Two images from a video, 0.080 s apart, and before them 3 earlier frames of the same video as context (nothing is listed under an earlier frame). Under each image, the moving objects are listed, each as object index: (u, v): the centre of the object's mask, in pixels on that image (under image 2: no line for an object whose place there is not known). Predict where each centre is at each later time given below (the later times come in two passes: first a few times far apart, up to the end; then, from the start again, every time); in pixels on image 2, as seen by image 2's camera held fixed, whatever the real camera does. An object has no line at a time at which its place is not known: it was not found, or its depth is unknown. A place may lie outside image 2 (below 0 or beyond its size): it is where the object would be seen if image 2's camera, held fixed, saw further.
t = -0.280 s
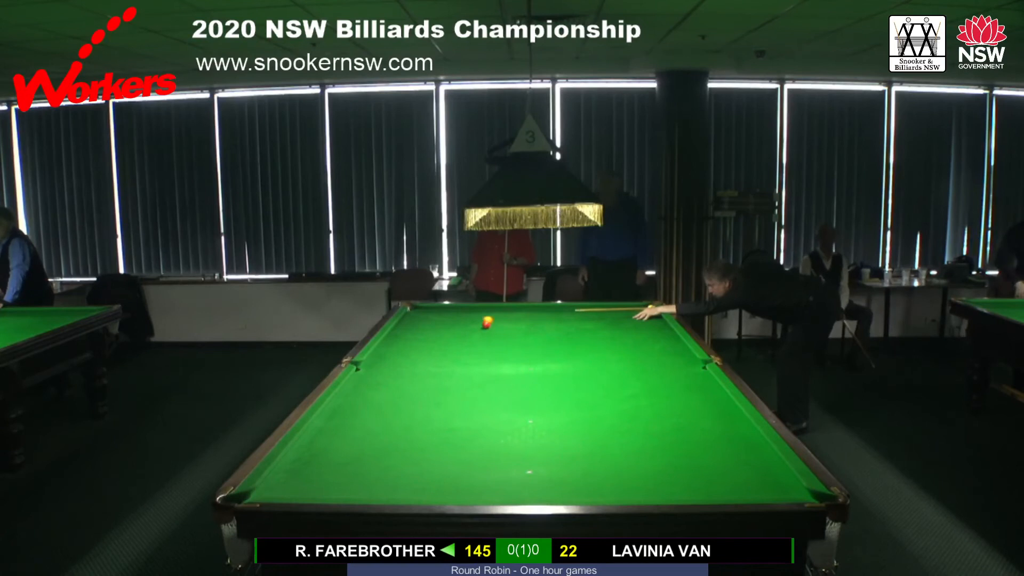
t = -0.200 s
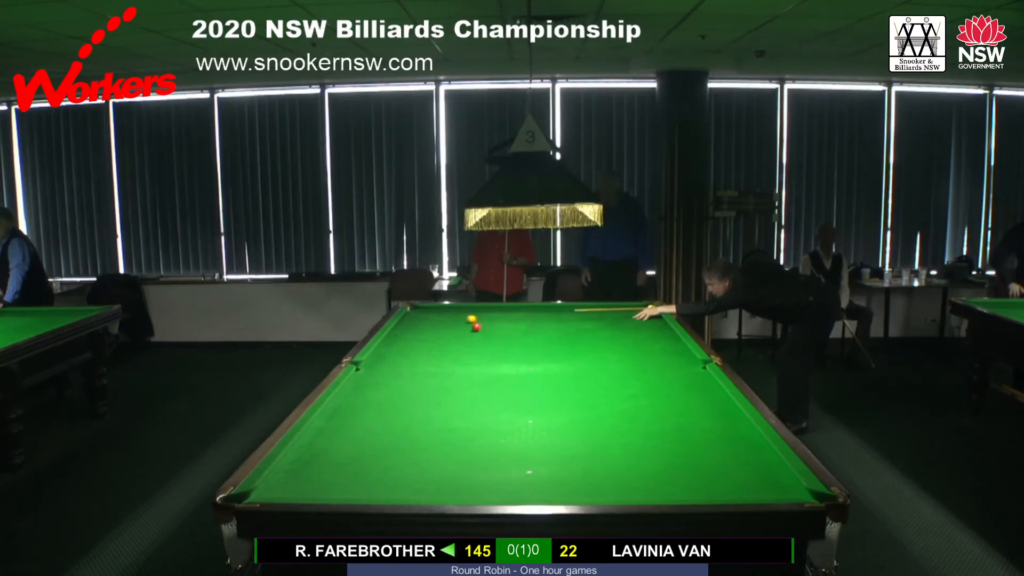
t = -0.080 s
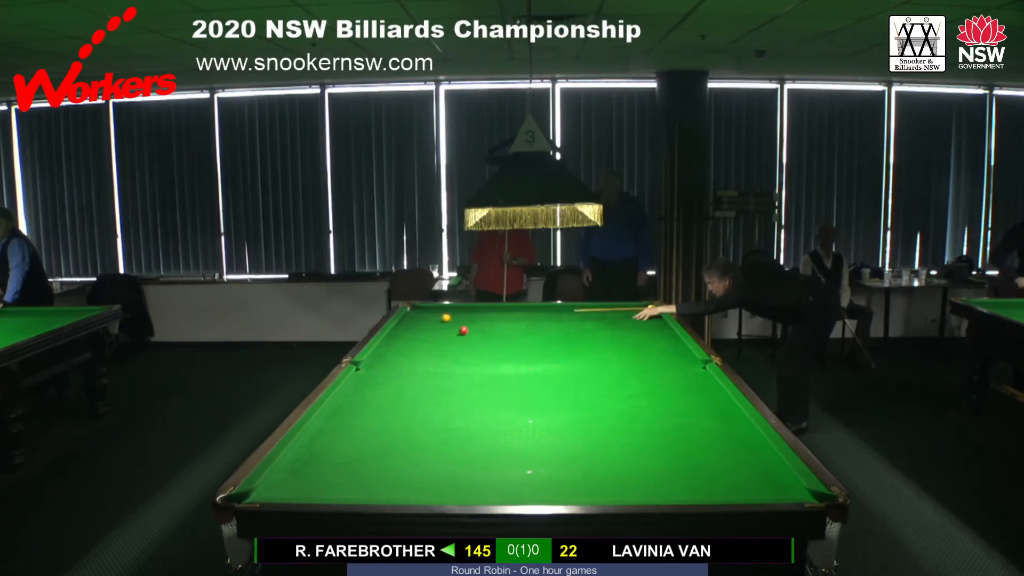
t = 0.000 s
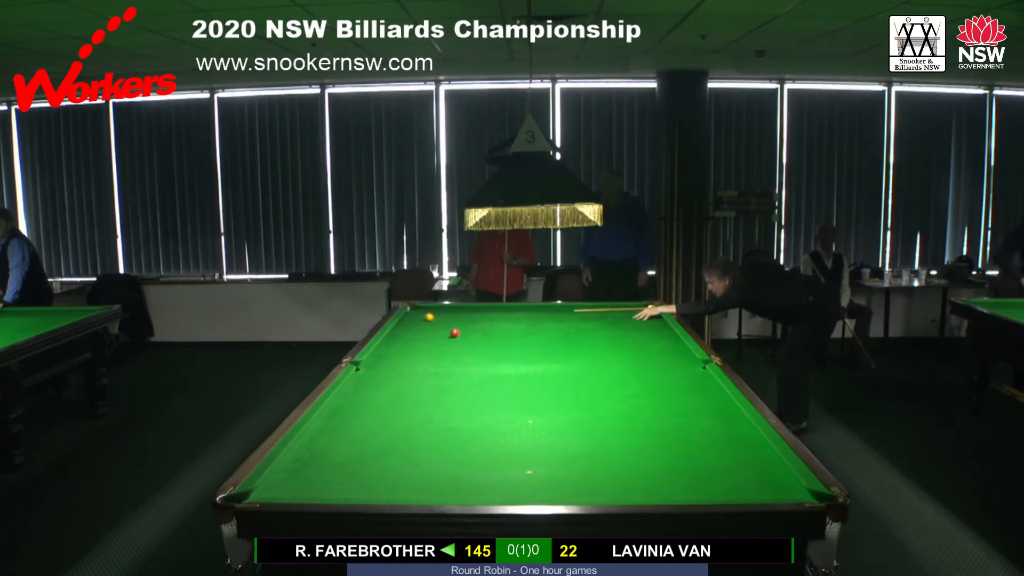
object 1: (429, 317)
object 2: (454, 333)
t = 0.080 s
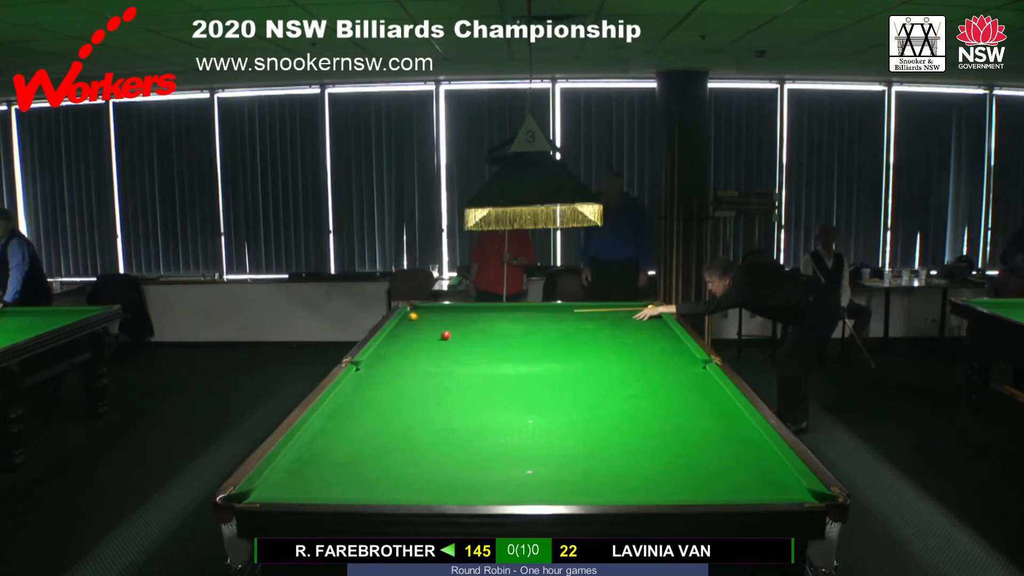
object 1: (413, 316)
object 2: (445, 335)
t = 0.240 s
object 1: (427, 314)
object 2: (427, 340)
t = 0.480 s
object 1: (464, 311)
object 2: (398, 348)
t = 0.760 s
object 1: (503, 308)
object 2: (377, 357)
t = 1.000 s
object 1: (536, 306)
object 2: (387, 362)
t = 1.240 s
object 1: (562, 306)
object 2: (397, 368)
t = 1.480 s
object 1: (586, 307)
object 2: (408, 374)
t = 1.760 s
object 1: (614, 309)
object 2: (421, 381)
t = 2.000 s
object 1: (638, 310)
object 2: (432, 387)
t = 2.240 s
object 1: (651, 310)
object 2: (444, 393)
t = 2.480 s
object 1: (636, 313)
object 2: (455, 399)
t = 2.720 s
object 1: (622, 314)
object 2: (467, 405)
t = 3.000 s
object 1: (606, 316)
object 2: (480, 412)
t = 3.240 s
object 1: (593, 317)
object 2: (492, 418)
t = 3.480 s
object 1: (581, 318)
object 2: (503, 424)
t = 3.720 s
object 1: (570, 320)
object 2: (514, 429)
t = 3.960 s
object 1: (559, 321)
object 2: (524, 434)
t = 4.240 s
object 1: (548, 322)
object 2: (536, 440)
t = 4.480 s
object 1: (538, 323)
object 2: (545, 445)
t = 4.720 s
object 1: (530, 324)
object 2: (553, 449)
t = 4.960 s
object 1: (523, 324)
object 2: (561, 453)
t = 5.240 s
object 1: (515, 325)
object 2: (569, 457)
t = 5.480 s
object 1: (509, 326)
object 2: (574, 460)
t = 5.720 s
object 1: (505, 326)
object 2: (579, 463)
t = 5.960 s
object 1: (501, 327)
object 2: (583, 465)
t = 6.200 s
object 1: (498, 327)
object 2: (586, 466)
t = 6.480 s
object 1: (495, 327)
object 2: (588, 467)
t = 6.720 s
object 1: (494, 327)
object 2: (588, 467)
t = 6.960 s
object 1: (494, 327)
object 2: (588, 467)
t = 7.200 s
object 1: (494, 327)
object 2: (588, 467)
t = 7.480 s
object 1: (494, 327)
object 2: (588, 467)
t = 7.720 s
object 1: (494, 327)
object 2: (588, 467)
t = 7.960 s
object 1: (494, 327)
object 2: (588, 467)
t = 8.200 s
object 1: (494, 327)
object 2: (588, 467)
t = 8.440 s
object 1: (494, 327)
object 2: (588, 467)
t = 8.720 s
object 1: (494, 327)
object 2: (588, 467)
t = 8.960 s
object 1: (494, 327)
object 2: (588, 467)
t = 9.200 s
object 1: (494, 327)
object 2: (588, 467)
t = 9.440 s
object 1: (494, 327)
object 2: (588, 467)
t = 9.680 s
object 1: (494, 327)
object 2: (588, 467)
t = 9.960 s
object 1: (494, 327)
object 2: (588, 467)
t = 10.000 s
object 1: (494, 327)
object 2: (588, 467)
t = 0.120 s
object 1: (406, 316)
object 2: (441, 337)
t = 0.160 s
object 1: (413, 315)
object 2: (437, 338)
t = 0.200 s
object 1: (421, 315)
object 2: (432, 339)
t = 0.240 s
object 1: (427, 314)
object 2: (427, 340)
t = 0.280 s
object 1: (434, 314)
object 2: (423, 342)
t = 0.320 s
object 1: (439, 313)
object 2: (418, 343)
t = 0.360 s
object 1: (446, 313)
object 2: (413, 344)
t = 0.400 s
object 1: (452, 312)
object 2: (408, 345)
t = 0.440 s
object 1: (458, 312)
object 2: (403, 346)
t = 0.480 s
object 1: (464, 311)
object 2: (398, 348)
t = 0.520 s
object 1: (469, 311)
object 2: (394, 349)
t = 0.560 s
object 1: (475, 311)
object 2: (389, 351)
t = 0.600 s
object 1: (481, 310)
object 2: (384, 352)
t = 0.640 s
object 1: (487, 310)
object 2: (379, 353)
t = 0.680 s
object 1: (492, 309)
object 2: (374, 355)
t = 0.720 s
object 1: (498, 309)
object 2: (375, 356)
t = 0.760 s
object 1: (503, 308)
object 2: (377, 357)
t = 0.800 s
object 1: (509, 308)
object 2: (378, 357)
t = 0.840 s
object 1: (515, 307)
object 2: (380, 359)
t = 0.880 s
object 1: (520, 307)
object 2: (382, 360)
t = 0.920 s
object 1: (525, 307)
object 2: (383, 360)
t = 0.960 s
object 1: (530, 306)
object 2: (385, 361)
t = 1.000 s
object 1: (536, 306)
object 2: (387, 362)
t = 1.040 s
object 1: (541, 306)
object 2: (388, 363)
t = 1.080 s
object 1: (545, 306)
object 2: (390, 364)
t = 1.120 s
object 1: (549, 306)
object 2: (392, 365)
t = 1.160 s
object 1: (554, 306)
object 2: (394, 366)
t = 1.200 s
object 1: (558, 306)
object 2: (395, 367)
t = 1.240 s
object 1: (562, 306)
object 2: (397, 368)
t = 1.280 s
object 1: (566, 306)
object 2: (399, 369)
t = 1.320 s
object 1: (570, 307)
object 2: (401, 370)
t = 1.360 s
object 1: (574, 307)
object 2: (402, 371)
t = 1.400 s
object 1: (578, 307)
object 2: (404, 372)
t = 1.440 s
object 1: (582, 307)
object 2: (406, 373)
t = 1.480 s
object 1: (586, 307)
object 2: (408, 374)
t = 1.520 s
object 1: (590, 308)
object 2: (410, 375)
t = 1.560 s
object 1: (594, 308)
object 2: (411, 376)
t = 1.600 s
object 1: (598, 308)
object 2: (413, 377)
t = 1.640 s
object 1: (602, 308)
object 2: (415, 378)
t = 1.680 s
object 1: (606, 309)
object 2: (417, 379)
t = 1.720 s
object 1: (610, 309)
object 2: (419, 380)
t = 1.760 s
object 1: (614, 309)
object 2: (421, 381)
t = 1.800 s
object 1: (618, 309)
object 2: (423, 382)
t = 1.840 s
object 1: (622, 309)
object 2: (425, 383)
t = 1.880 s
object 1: (626, 310)
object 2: (426, 384)
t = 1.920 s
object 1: (630, 310)
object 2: (428, 385)
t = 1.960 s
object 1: (634, 310)
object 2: (430, 386)
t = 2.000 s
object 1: (638, 310)
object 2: (432, 387)
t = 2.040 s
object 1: (641, 310)
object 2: (434, 388)
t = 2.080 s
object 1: (645, 311)
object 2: (436, 389)
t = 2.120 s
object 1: (649, 310)
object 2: (438, 390)
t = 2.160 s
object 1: (652, 310)
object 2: (440, 391)
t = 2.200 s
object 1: (653, 310)
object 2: (442, 392)
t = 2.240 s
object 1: (651, 310)
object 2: (444, 393)
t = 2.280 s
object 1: (649, 311)
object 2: (446, 394)
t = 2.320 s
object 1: (646, 312)
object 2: (448, 395)
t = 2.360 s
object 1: (644, 312)
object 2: (450, 396)
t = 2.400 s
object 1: (641, 312)
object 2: (452, 397)
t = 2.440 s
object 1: (639, 313)
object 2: (454, 398)
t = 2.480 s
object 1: (636, 313)
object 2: (455, 399)
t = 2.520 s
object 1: (634, 313)
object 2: (457, 400)
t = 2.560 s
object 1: (631, 313)
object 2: (459, 401)
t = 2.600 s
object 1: (629, 314)
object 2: (461, 402)
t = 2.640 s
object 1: (626, 314)
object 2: (463, 403)
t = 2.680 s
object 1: (624, 314)
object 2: (465, 404)
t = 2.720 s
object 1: (622, 314)
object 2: (467, 405)
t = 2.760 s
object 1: (619, 314)
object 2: (469, 406)
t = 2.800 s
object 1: (617, 315)
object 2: (471, 407)
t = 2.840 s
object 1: (615, 315)
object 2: (473, 408)
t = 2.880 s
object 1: (612, 315)
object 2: (475, 409)
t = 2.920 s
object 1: (610, 315)
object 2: (477, 410)
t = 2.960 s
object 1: (608, 316)
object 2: (479, 411)
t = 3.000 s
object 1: (606, 316)
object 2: (480, 412)
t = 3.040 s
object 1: (604, 316)
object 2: (482, 413)
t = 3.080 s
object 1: (601, 316)
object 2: (484, 414)
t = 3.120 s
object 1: (599, 316)
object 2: (486, 415)
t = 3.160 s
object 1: (597, 316)
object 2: (488, 416)
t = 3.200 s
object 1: (595, 317)
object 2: (490, 417)
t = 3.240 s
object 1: (593, 317)
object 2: (492, 418)
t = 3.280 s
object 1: (591, 317)
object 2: (493, 419)
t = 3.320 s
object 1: (589, 317)
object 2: (495, 420)
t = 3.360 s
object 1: (587, 318)
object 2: (497, 421)
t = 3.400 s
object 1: (585, 318)
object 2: (499, 422)
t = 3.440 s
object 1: (583, 318)
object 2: (501, 423)
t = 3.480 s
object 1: (581, 318)
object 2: (503, 424)
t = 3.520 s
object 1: (579, 318)
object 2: (505, 425)
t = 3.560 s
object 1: (577, 319)
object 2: (507, 426)
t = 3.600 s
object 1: (575, 319)
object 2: (508, 426)
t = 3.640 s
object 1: (573, 319)
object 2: (510, 427)
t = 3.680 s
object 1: (572, 320)
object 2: (512, 428)
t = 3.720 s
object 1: (570, 320)
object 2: (514, 429)
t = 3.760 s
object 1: (568, 320)
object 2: (515, 430)
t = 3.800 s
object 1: (566, 320)
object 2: (517, 431)
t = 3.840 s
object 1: (564, 320)
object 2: (519, 432)
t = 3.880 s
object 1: (563, 320)
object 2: (521, 433)
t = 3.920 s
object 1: (561, 320)
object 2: (523, 434)
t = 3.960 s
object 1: (559, 321)
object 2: (524, 434)
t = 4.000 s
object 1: (557, 321)
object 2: (526, 435)
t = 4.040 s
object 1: (556, 321)
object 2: (528, 436)
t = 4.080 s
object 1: (554, 321)
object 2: (529, 437)
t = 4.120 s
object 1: (552, 321)
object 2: (531, 438)
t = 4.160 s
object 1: (551, 322)
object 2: (533, 439)
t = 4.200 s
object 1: (549, 322)
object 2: (534, 439)
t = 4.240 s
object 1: (548, 322)
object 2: (536, 440)
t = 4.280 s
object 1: (546, 322)
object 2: (537, 441)
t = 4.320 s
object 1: (545, 322)
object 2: (539, 442)
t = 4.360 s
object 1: (543, 322)
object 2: (541, 442)
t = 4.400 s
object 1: (541, 323)
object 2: (542, 443)
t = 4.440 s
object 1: (540, 323)
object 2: (544, 444)
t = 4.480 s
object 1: (538, 323)
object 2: (545, 445)
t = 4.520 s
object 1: (537, 323)
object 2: (546, 446)
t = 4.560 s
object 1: (536, 323)
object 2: (548, 446)
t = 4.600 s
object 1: (534, 323)
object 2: (549, 447)
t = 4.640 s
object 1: (533, 323)
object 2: (551, 448)
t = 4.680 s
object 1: (532, 324)
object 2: (552, 448)
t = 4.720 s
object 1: (530, 324)
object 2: (553, 449)
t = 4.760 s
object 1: (529, 324)
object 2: (555, 450)
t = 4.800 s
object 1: (528, 324)
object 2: (556, 451)
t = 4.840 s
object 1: (526, 324)
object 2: (557, 451)
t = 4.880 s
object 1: (525, 324)
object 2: (558, 452)
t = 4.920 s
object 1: (524, 324)
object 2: (560, 453)
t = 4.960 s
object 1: (523, 324)
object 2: (561, 453)
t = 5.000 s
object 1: (522, 324)
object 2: (562, 454)
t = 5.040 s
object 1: (521, 325)
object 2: (563, 455)
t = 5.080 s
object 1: (520, 325)
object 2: (564, 455)
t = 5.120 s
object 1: (518, 325)
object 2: (565, 456)
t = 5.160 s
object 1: (517, 325)
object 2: (567, 456)
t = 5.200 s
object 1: (516, 325)
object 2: (568, 457)
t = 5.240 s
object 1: (515, 325)
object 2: (569, 457)
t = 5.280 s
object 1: (514, 325)
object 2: (570, 458)
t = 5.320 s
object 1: (513, 325)
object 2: (571, 459)
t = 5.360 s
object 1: (512, 325)
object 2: (572, 459)
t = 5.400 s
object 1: (511, 326)
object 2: (573, 459)
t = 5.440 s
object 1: (510, 326)
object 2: (574, 460)
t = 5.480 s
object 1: (509, 326)
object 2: (574, 460)
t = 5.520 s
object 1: (509, 326)
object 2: (575, 461)
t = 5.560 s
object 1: (508, 326)
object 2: (576, 461)
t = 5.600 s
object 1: (507, 326)
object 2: (577, 462)
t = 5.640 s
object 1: (506, 326)
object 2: (578, 462)
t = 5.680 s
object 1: (505, 326)
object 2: (578, 463)
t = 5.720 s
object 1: (505, 326)
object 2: (579, 463)
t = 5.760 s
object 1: (504, 326)
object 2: (580, 463)
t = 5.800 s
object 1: (503, 326)
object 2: (580, 464)
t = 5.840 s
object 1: (502, 326)
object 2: (581, 464)
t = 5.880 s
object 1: (502, 327)
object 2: (582, 464)
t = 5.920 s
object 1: (501, 327)
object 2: (582, 465)
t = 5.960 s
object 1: (501, 327)
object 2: (583, 465)
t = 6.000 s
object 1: (500, 327)
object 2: (583, 465)
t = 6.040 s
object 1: (500, 327)
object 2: (584, 465)
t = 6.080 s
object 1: (499, 327)
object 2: (584, 466)
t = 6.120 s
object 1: (499, 327)
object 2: (585, 466)
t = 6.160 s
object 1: (498, 327)
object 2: (585, 466)
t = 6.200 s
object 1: (498, 327)
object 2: (586, 466)
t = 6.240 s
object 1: (497, 327)
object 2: (586, 466)
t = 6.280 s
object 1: (497, 327)
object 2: (587, 467)
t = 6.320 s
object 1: (497, 327)
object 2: (587, 467)
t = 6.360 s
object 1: (496, 327)
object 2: (587, 467)
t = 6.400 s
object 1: (496, 327)
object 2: (588, 467)
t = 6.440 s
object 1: (496, 327)
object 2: (588, 467)
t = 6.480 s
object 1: (495, 327)
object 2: (588, 467)
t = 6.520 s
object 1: (495, 327)
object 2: (588, 467)
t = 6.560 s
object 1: (495, 327)
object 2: (588, 467)
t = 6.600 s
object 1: (495, 327)
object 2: (588, 467)
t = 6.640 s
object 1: (495, 327)
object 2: (588, 467)
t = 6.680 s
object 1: (494, 327)
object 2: (588, 467)
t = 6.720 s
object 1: (494, 327)
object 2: (588, 467)
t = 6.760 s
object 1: (494, 327)
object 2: (588, 467)
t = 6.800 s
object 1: (494, 327)
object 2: (588, 467)
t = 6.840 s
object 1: (494, 327)
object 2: (588, 467)
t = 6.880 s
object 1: (494, 327)
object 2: (588, 467)
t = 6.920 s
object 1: (494, 327)
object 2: (588, 467)
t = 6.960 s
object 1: (494, 327)
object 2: (588, 467)
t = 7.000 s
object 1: (494, 327)
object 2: (588, 467)
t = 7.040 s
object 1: (494, 327)
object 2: (588, 467)
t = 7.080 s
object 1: (494, 327)
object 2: (588, 467)
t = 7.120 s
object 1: (494, 327)
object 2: (588, 467)
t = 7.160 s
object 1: (494, 327)
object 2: (588, 467)
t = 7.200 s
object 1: (494, 327)
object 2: (588, 467)
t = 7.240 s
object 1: (494, 327)
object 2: (588, 467)
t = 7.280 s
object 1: (494, 327)
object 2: (588, 467)
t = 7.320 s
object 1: (494, 327)
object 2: (588, 467)
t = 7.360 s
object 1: (494, 327)
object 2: (588, 467)
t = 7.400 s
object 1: (494, 327)
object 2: (588, 467)
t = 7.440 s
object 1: (494, 327)
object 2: (588, 467)
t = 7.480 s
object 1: (494, 327)
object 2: (588, 467)
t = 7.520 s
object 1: (494, 327)
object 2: (588, 467)
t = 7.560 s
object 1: (494, 327)
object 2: (588, 467)
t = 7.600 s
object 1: (494, 327)
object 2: (588, 467)
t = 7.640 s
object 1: (494, 327)
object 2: (588, 467)
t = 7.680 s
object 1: (494, 327)
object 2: (588, 467)
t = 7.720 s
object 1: (494, 327)
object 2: (588, 467)
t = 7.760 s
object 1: (494, 327)
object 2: (588, 467)
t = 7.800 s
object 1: (494, 327)
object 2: (588, 467)
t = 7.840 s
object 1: (494, 327)
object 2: (588, 467)
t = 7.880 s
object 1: (494, 327)
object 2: (588, 467)
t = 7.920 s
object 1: (494, 327)
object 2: (588, 467)
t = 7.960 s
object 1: (494, 327)
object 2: (588, 467)
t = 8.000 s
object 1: (494, 327)
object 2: (588, 467)
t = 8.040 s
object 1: (494, 327)
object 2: (588, 467)
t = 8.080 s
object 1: (494, 327)
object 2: (588, 467)
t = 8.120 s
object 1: (494, 327)
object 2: (588, 467)
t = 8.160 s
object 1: (494, 327)
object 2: (588, 467)
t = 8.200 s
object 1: (494, 327)
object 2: (588, 467)
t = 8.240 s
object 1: (494, 327)
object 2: (588, 467)
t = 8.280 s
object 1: (494, 327)
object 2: (588, 467)
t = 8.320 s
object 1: (494, 327)
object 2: (588, 467)
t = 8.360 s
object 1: (494, 327)
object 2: (588, 467)
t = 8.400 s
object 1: (494, 327)
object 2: (588, 467)
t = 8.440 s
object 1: (494, 327)
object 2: (588, 467)
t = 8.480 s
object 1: (494, 327)
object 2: (588, 467)
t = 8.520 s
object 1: (494, 327)
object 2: (588, 467)
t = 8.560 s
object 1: (494, 327)
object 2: (588, 467)
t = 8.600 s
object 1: (494, 327)
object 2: (588, 467)
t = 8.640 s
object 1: (494, 327)
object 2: (588, 467)
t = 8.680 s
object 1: (494, 327)
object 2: (588, 467)
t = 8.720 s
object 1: (494, 327)
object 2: (588, 467)
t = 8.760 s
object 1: (494, 327)
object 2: (588, 467)
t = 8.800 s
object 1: (494, 327)
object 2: (588, 467)
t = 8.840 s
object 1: (494, 327)
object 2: (588, 467)
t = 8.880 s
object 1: (494, 327)
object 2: (588, 467)
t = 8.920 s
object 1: (494, 327)
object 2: (588, 467)
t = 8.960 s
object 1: (494, 327)
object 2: (588, 467)
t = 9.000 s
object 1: (494, 327)
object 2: (588, 467)
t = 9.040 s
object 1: (494, 327)
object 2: (588, 467)
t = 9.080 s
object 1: (494, 327)
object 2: (588, 467)
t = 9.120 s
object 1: (494, 327)
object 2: (588, 467)
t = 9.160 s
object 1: (494, 327)
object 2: (588, 467)
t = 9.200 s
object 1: (494, 327)
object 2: (588, 467)
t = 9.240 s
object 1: (494, 327)
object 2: (588, 467)
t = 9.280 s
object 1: (494, 327)
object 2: (588, 467)
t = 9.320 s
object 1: (494, 327)
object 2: (588, 467)
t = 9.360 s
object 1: (494, 327)
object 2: (588, 467)
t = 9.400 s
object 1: (494, 327)
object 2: (588, 467)
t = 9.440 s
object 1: (494, 327)
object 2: (588, 467)
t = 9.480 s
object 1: (494, 327)
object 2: (588, 467)
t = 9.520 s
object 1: (494, 327)
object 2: (588, 467)
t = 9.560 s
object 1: (494, 327)
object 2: (588, 467)
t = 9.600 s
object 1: (494, 327)
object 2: (588, 467)
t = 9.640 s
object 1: (494, 327)
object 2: (588, 467)
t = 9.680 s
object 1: (494, 327)
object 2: (588, 467)
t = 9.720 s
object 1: (494, 327)
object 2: (588, 467)
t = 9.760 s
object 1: (494, 327)
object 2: (588, 467)
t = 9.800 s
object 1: (494, 327)
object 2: (588, 467)
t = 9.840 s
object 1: (494, 327)
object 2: (588, 467)
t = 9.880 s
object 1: (494, 327)
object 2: (588, 467)
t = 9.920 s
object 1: (494, 327)
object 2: (588, 467)
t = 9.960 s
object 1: (494, 327)
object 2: (588, 467)
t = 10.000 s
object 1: (494, 327)
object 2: (588, 467)
